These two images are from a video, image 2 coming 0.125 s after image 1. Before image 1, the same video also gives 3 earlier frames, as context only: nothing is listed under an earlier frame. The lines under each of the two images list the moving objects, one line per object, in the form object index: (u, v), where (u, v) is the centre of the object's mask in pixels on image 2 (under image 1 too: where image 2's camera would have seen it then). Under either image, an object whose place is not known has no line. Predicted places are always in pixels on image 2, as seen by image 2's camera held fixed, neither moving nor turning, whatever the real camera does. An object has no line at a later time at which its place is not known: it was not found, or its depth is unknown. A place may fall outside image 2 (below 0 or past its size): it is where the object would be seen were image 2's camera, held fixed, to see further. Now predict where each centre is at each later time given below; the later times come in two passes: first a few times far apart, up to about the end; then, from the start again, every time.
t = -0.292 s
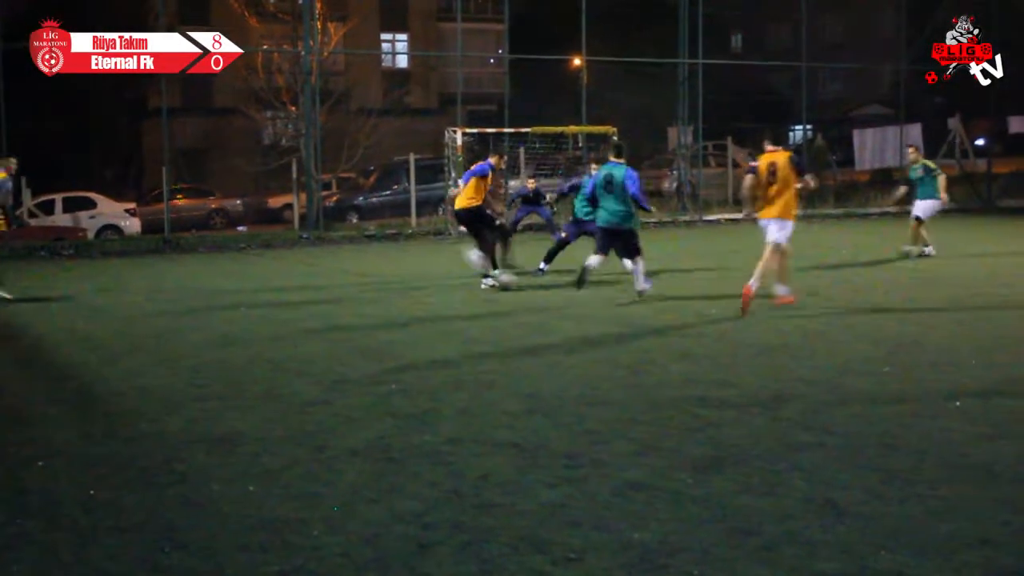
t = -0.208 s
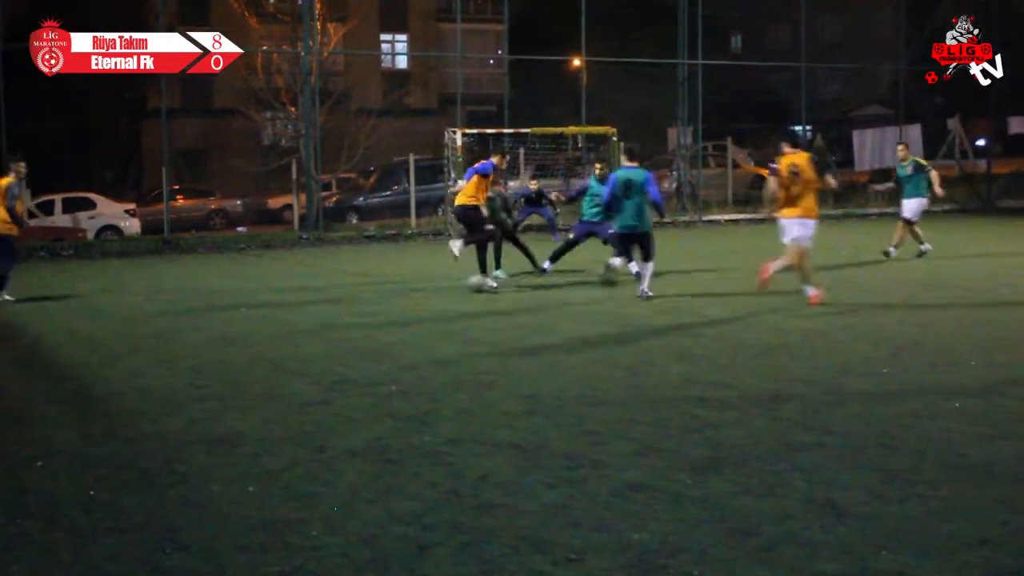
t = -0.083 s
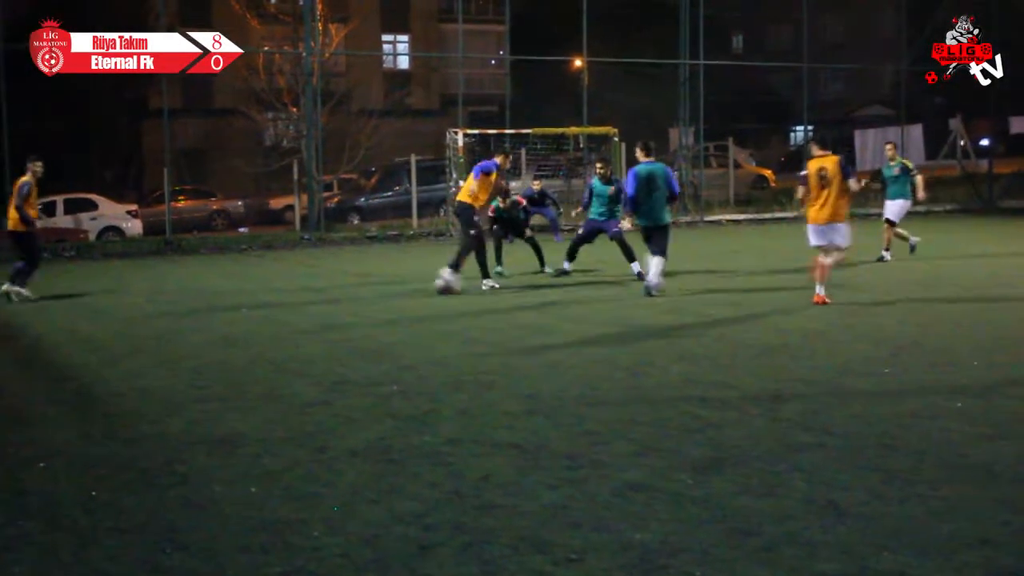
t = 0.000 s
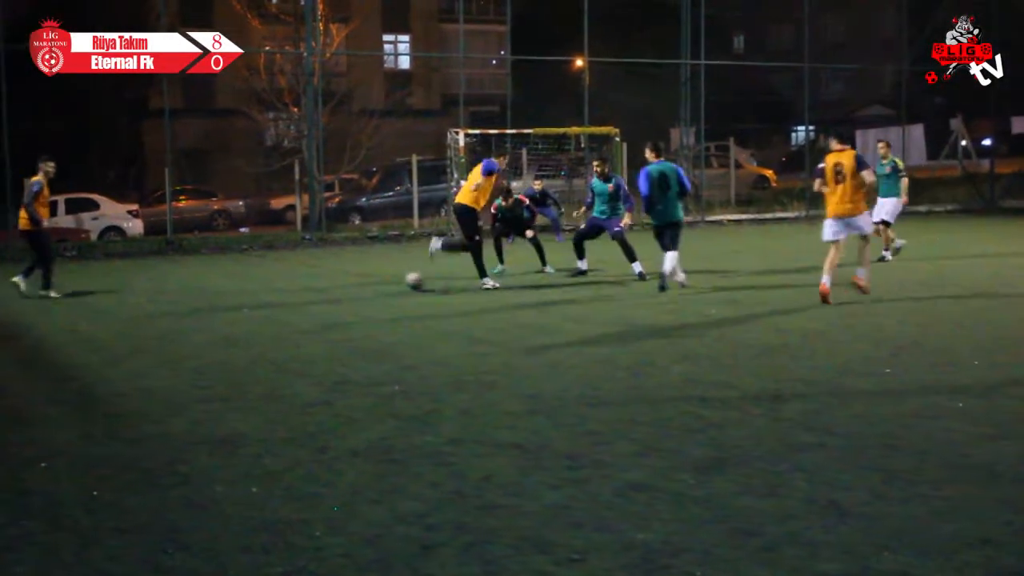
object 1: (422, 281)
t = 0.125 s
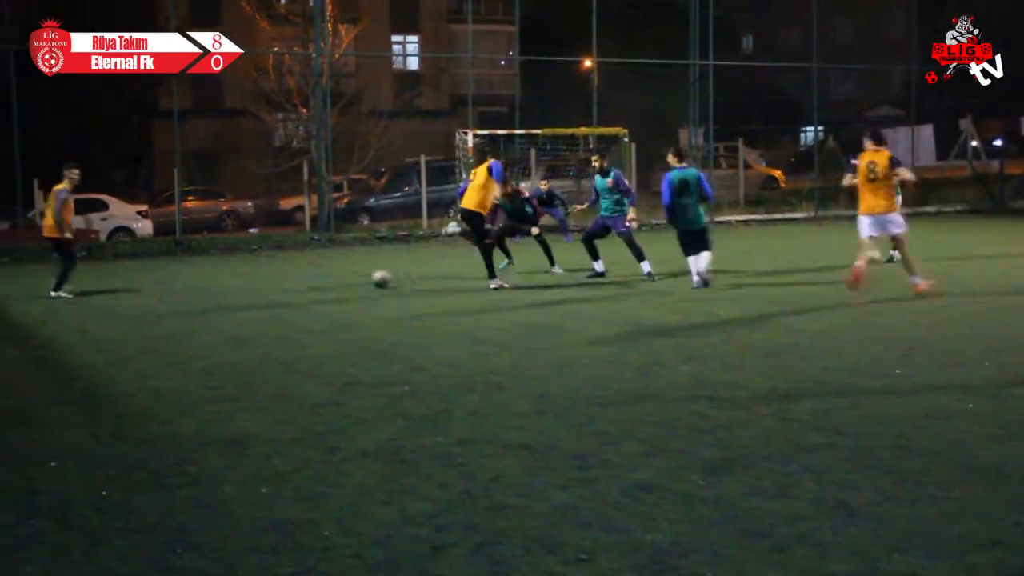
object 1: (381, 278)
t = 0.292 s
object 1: (335, 276)
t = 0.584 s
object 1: (272, 271)
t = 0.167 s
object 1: (369, 278)
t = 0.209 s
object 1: (357, 277)
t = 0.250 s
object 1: (346, 277)
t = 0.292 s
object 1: (335, 276)
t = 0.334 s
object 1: (326, 275)
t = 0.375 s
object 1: (315, 274)
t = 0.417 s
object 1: (306, 274)
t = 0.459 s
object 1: (297, 273)
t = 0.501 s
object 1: (289, 273)
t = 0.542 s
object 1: (280, 272)
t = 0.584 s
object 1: (272, 271)
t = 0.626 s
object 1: (264, 271)
